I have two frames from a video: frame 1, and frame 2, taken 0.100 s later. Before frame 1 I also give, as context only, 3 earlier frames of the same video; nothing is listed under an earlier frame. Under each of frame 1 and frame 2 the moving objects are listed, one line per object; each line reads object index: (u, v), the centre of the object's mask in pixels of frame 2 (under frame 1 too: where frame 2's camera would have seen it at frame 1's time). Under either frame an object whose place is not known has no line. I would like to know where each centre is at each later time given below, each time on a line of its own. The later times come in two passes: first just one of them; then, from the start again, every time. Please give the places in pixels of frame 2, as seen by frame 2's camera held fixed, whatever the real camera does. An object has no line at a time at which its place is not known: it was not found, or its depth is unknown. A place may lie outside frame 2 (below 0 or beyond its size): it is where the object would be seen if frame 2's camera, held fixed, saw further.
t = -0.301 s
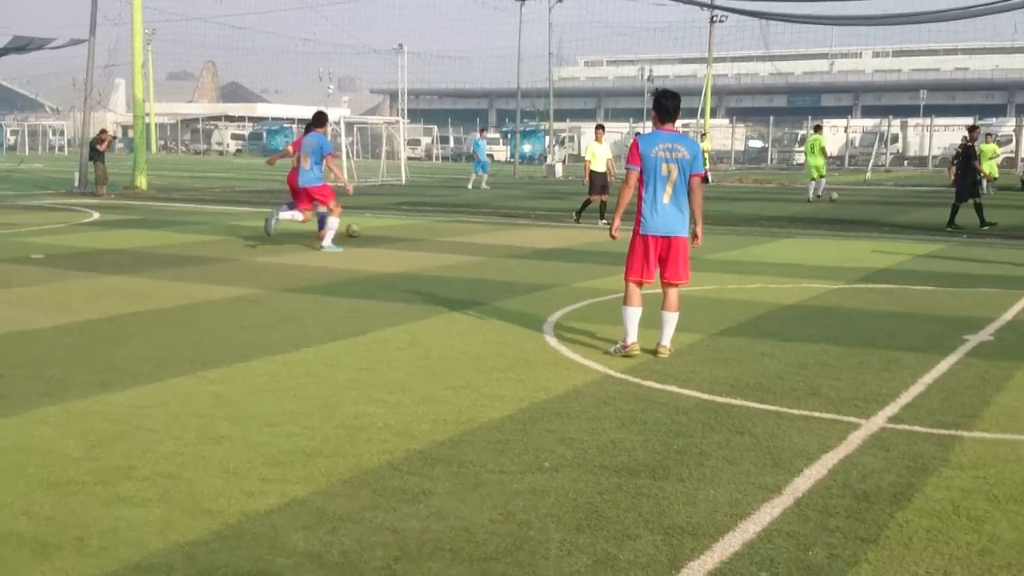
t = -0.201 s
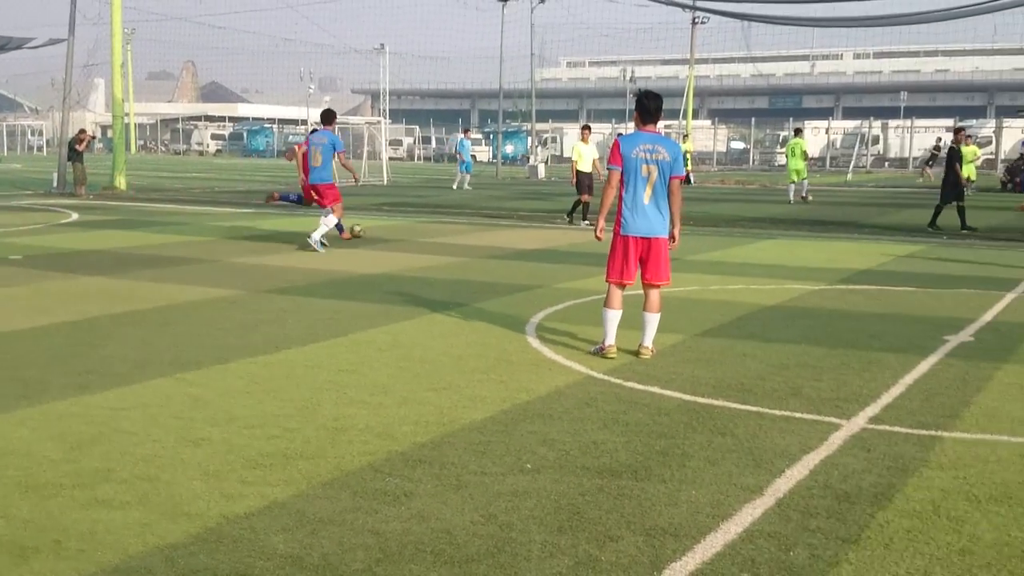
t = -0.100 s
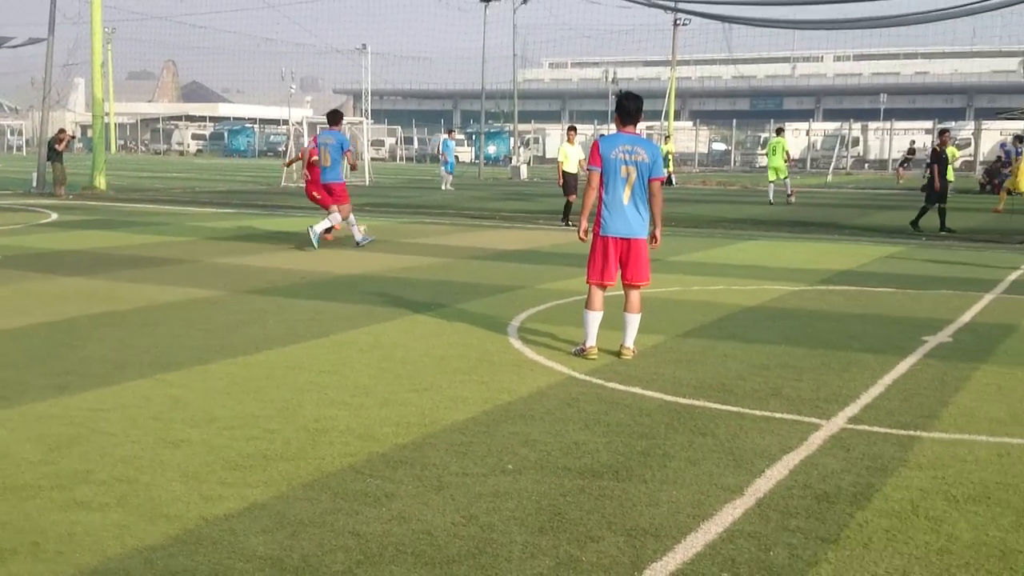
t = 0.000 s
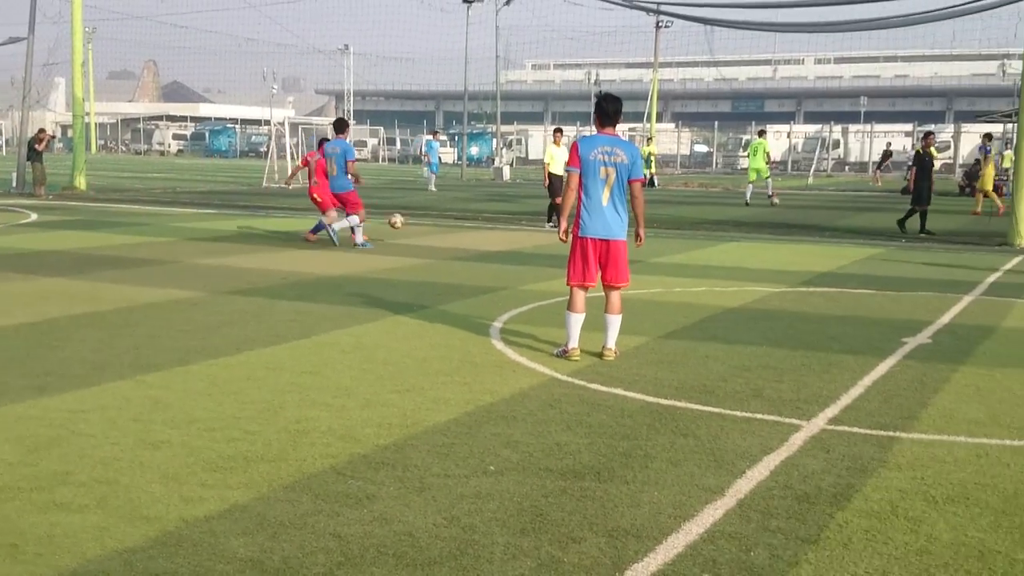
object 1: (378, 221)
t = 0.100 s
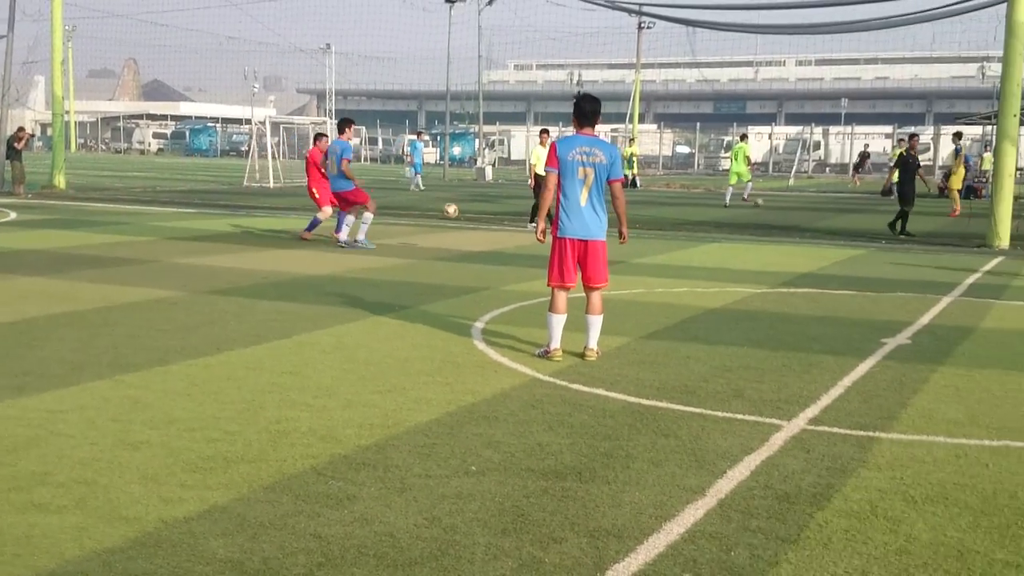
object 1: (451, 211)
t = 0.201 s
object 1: (527, 207)
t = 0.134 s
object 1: (476, 209)
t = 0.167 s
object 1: (501, 208)
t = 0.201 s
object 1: (527, 207)
